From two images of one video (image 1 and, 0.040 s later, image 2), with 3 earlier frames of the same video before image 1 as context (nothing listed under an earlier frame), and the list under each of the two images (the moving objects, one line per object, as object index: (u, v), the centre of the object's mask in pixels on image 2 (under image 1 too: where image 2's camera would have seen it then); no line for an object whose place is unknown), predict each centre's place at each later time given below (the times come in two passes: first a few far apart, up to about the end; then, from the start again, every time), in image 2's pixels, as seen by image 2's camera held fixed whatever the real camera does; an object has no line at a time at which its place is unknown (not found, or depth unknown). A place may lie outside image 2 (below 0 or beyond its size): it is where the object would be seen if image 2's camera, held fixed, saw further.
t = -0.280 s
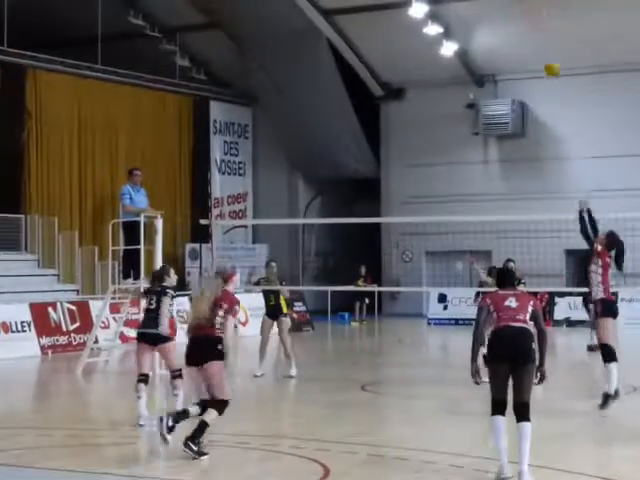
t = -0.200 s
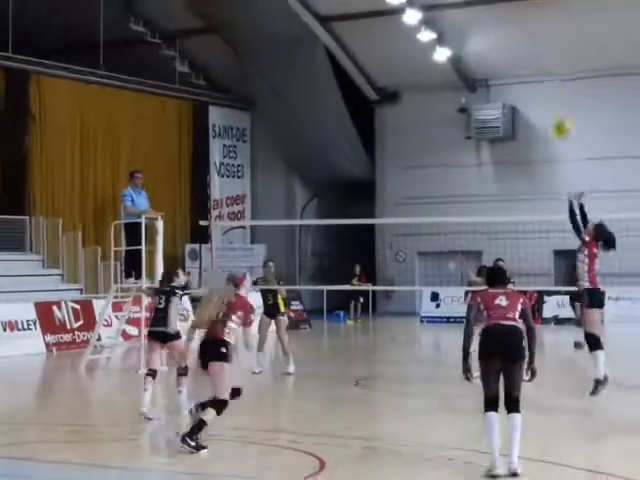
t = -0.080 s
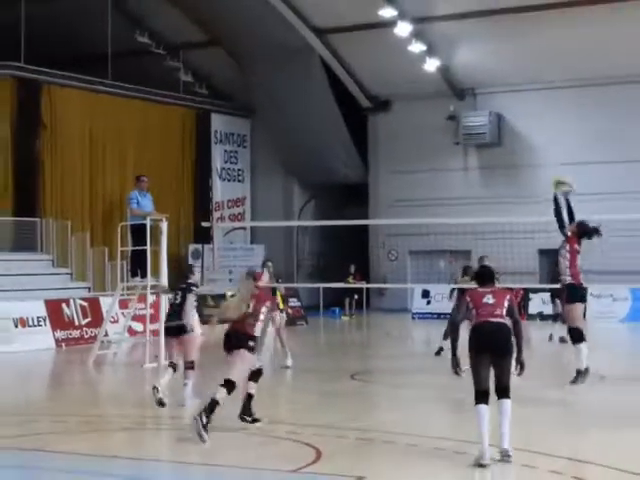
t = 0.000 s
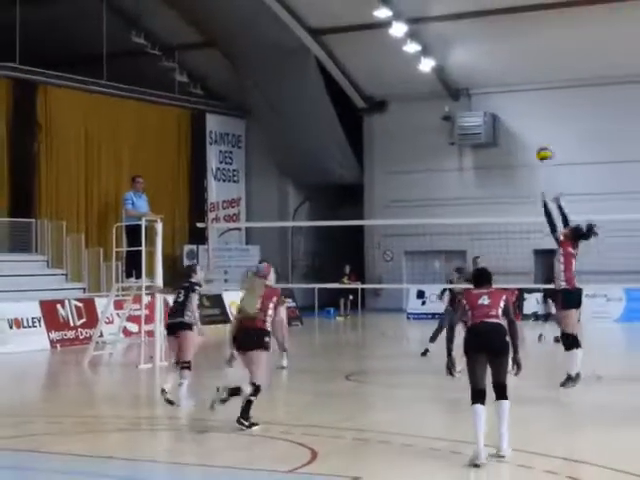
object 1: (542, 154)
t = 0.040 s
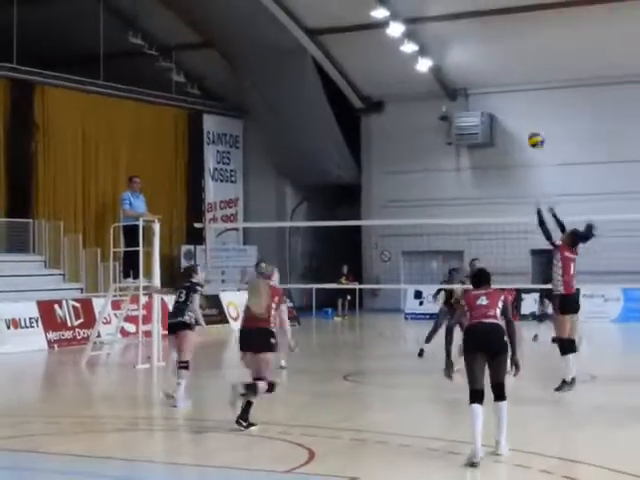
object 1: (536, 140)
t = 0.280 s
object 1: (501, 85)
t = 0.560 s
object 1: (465, 80)
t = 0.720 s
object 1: (447, 105)
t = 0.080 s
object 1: (529, 127)
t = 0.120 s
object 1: (523, 116)
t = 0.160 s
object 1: (518, 107)
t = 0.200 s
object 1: (511, 100)
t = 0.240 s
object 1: (506, 92)
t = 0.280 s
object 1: (501, 85)
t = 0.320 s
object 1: (494, 81)
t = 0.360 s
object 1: (491, 78)
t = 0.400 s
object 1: (485, 76)
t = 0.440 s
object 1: (480, 75)
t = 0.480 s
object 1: (475, 76)
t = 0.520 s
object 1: (470, 77)
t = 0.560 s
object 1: (465, 80)
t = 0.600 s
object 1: (461, 84)
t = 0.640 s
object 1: (454, 86)
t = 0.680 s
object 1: (451, 98)
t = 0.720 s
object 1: (447, 105)
